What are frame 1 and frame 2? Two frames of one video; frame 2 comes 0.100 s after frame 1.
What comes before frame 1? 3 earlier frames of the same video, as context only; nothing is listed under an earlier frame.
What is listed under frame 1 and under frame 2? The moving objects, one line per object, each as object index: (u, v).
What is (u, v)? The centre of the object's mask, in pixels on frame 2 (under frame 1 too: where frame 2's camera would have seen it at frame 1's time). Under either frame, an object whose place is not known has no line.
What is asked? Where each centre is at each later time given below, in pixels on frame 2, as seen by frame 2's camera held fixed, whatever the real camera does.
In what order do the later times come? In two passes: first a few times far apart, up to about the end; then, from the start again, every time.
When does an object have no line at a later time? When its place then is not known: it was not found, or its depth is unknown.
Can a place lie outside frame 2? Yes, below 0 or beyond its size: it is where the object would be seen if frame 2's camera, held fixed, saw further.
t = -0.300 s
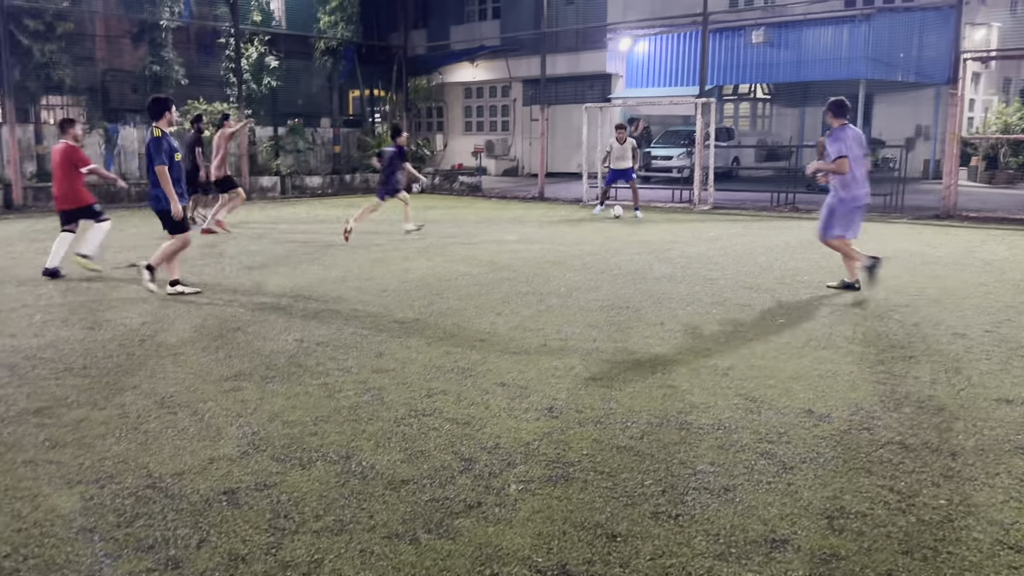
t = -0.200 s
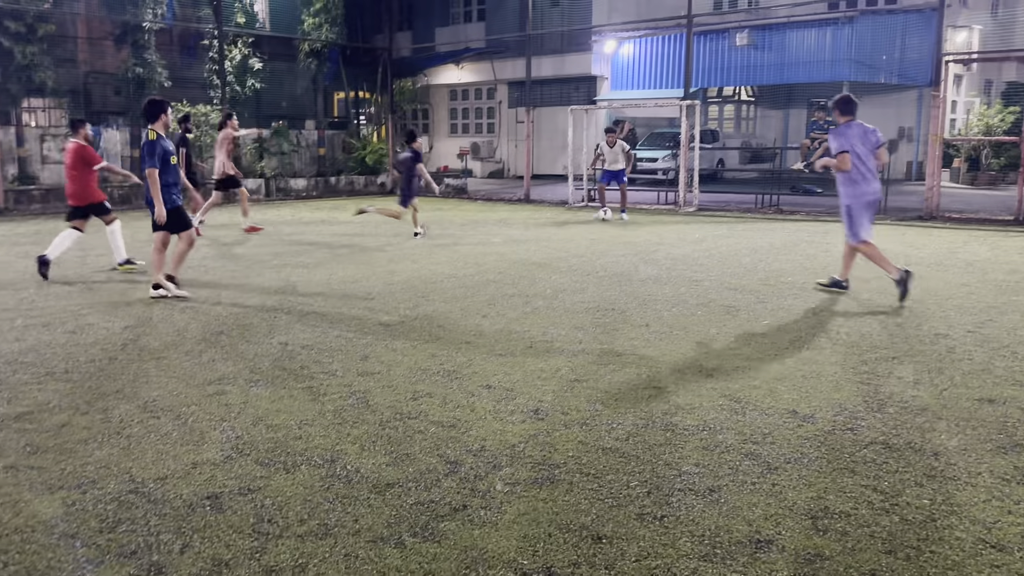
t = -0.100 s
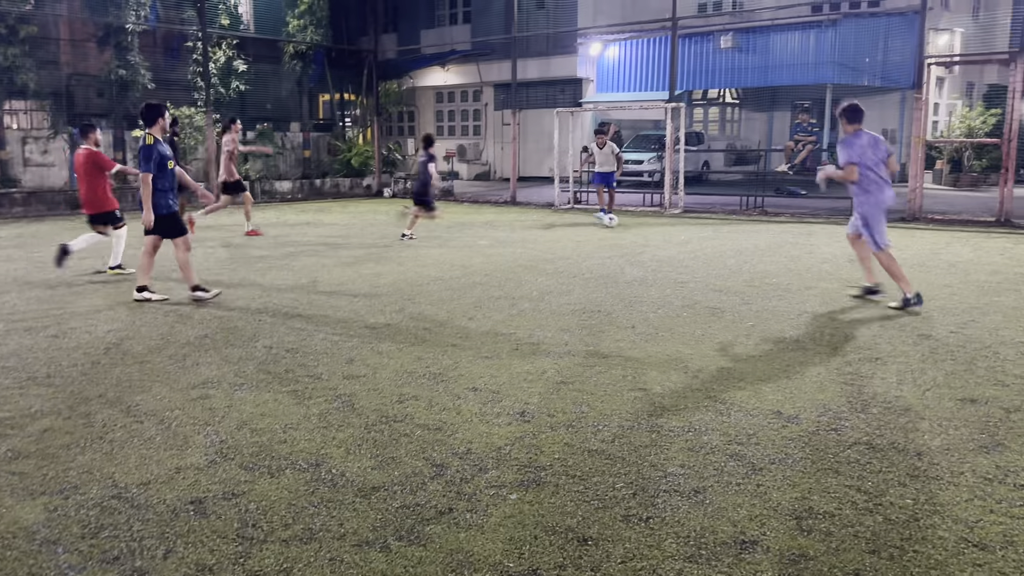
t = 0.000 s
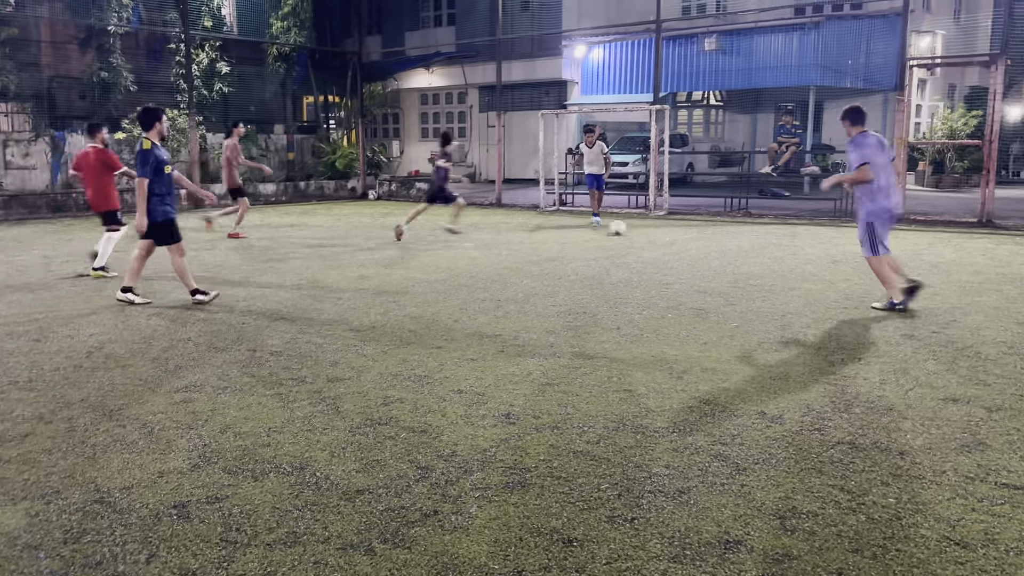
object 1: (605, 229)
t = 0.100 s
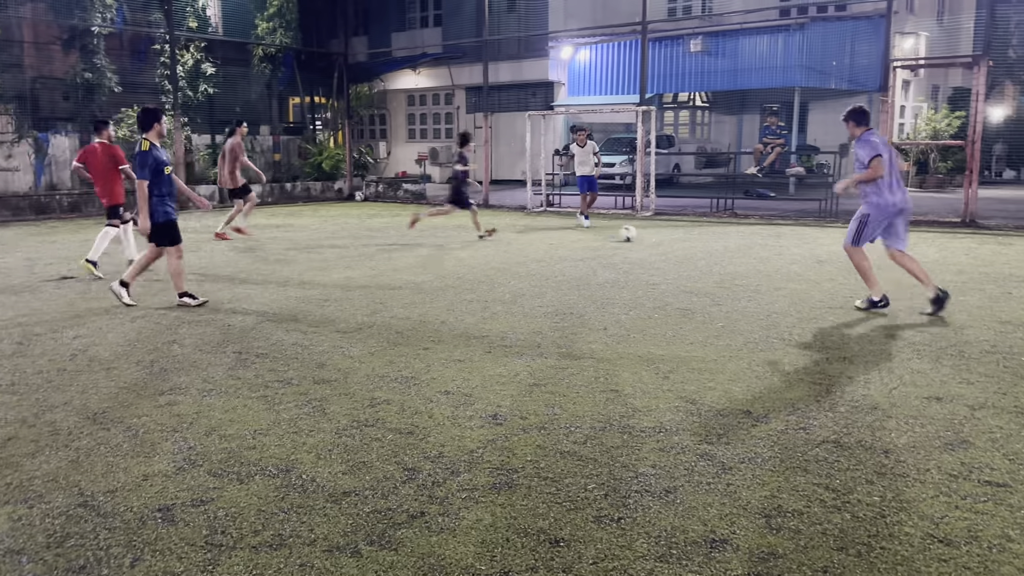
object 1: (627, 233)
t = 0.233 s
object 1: (659, 242)
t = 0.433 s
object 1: (710, 248)
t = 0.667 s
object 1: (778, 264)
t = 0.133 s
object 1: (636, 235)
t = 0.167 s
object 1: (643, 237)
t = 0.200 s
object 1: (651, 239)
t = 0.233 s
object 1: (659, 242)
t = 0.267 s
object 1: (667, 243)
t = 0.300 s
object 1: (676, 244)
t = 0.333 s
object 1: (685, 247)
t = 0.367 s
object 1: (694, 249)
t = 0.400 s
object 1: (702, 248)
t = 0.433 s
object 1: (710, 248)
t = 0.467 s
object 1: (719, 250)
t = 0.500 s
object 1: (728, 253)
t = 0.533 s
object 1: (737, 256)
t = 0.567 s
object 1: (747, 261)
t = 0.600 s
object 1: (758, 263)
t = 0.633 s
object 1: (768, 263)
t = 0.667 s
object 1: (778, 264)
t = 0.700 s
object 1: (789, 266)
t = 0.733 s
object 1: (801, 269)
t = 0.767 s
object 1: (812, 274)
